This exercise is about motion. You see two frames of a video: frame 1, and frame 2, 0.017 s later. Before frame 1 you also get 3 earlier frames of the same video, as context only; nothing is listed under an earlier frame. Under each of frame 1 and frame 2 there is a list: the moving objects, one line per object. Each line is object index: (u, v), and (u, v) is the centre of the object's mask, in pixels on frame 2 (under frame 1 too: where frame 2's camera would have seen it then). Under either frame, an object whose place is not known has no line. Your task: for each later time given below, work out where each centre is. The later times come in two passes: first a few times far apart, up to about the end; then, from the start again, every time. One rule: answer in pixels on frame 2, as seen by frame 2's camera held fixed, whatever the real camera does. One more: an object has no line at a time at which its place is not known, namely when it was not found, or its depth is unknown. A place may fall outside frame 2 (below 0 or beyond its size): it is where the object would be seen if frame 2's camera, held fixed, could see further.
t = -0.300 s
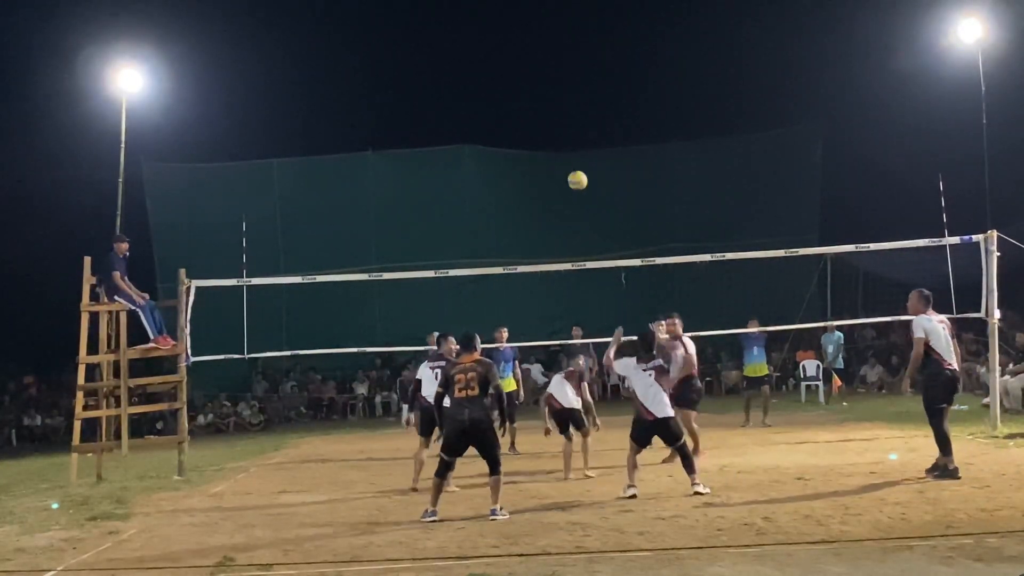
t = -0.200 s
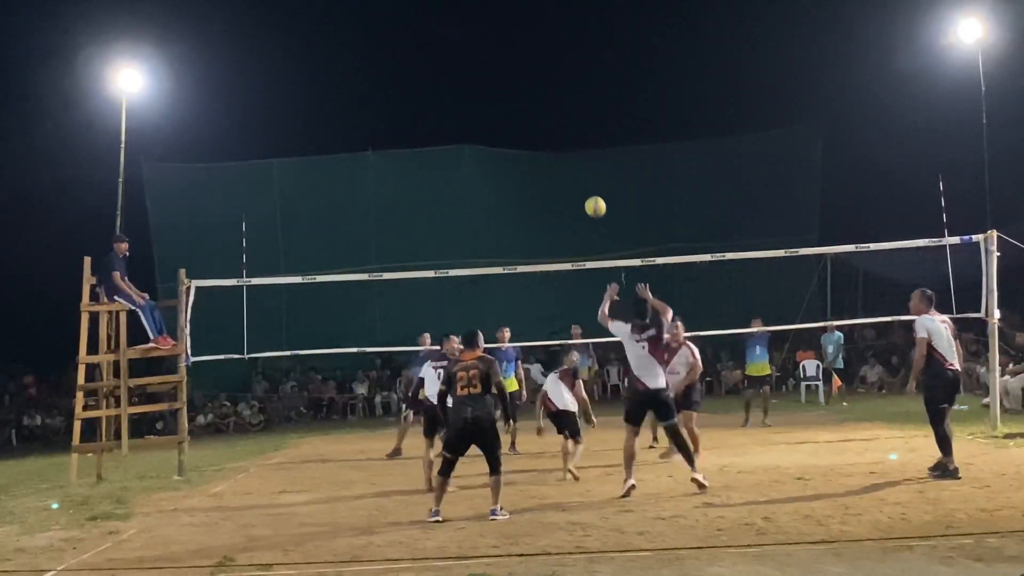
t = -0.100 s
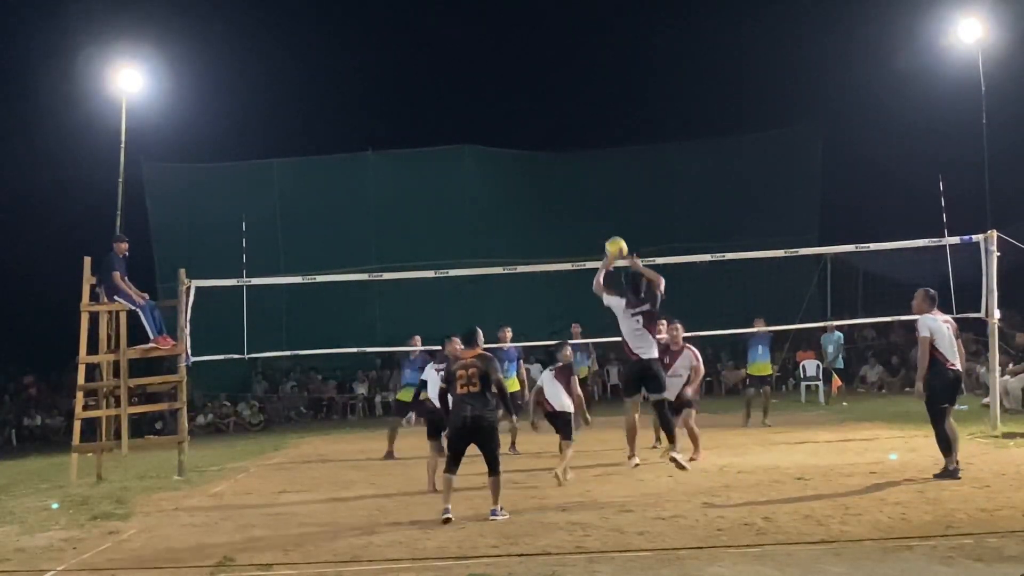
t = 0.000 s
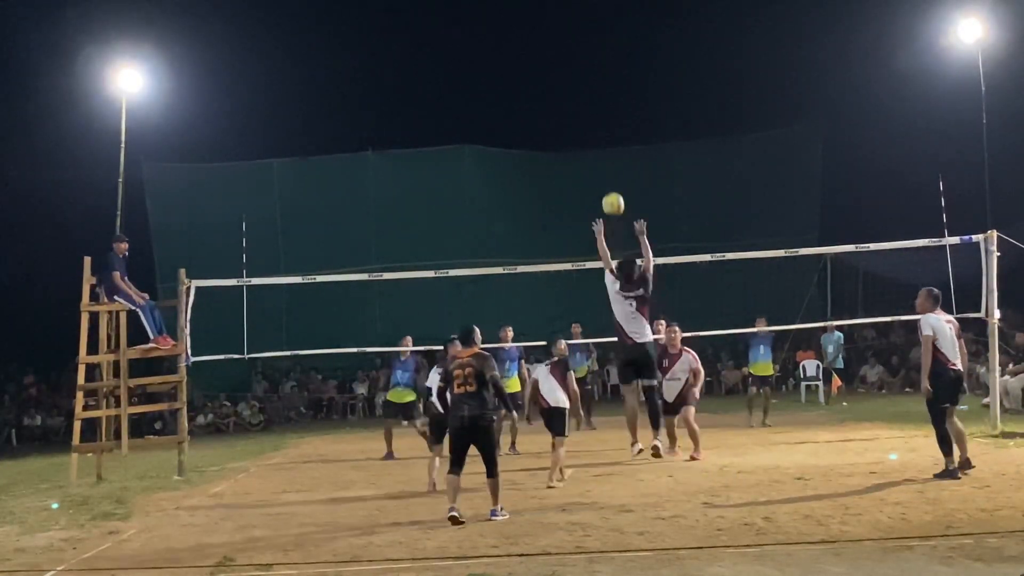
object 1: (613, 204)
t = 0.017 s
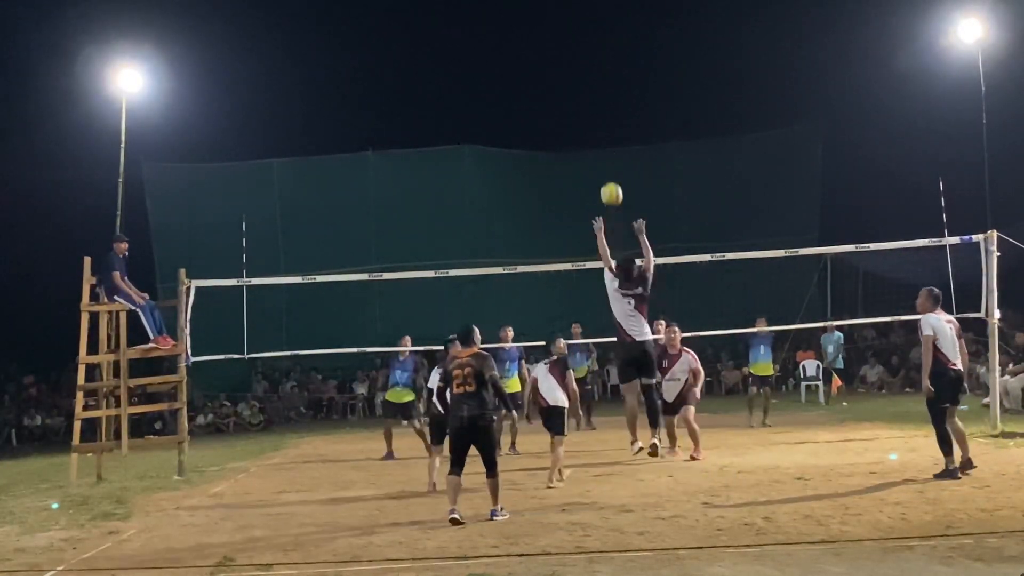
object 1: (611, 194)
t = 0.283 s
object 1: (591, 86)
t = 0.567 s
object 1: (576, 55)
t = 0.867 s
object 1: (566, 101)
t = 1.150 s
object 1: (562, 204)
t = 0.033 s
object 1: (610, 186)
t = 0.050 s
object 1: (608, 176)
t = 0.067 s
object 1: (607, 168)
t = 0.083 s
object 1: (605, 160)
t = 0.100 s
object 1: (604, 151)
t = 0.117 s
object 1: (602, 143)
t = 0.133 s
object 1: (601, 137)
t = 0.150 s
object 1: (600, 130)
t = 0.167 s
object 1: (599, 123)
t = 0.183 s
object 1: (597, 117)
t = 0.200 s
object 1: (596, 111)
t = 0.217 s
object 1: (595, 106)
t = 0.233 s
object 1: (594, 100)
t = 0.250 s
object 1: (593, 95)
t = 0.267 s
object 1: (592, 90)
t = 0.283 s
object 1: (591, 86)
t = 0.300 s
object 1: (590, 82)
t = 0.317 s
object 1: (589, 78)
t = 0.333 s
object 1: (588, 75)
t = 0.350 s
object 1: (587, 71)
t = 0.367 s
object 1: (586, 68)
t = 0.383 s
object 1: (585, 66)
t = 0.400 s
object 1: (584, 63)
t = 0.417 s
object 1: (583, 61)
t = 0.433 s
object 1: (583, 60)
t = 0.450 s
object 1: (582, 58)
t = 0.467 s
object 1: (581, 57)
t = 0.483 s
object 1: (580, 56)
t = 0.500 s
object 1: (579, 55)
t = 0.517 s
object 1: (578, 55)
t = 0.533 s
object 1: (578, 55)
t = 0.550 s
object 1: (577, 55)
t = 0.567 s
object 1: (576, 55)
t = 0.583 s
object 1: (576, 55)
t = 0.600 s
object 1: (575, 56)
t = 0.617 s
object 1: (574, 58)
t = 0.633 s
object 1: (573, 59)
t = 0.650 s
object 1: (573, 61)
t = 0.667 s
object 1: (572, 62)
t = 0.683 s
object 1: (572, 64)
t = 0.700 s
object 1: (571, 67)
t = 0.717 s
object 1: (570, 69)
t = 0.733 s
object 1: (570, 72)
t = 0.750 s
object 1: (569, 75)
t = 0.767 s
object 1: (569, 78)
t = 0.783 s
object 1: (568, 81)
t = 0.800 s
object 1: (568, 85)
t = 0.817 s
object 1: (567, 89)
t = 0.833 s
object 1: (567, 93)
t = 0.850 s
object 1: (566, 97)
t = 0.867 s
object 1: (566, 101)
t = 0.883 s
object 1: (566, 106)
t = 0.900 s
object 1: (565, 111)
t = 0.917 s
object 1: (565, 116)
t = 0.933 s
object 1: (565, 121)
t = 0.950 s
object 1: (564, 127)
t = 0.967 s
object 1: (564, 132)
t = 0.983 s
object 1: (564, 137)
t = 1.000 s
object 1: (563, 143)
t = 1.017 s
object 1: (563, 149)
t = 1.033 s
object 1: (563, 155)
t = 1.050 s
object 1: (563, 162)
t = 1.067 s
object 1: (562, 169)
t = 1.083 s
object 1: (562, 175)
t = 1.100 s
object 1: (562, 183)
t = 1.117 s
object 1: (562, 190)
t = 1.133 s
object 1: (562, 196)
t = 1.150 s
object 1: (562, 204)
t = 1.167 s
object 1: (561, 211)
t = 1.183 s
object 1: (561, 219)
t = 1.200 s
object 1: (561, 228)
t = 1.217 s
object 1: (561, 236)
